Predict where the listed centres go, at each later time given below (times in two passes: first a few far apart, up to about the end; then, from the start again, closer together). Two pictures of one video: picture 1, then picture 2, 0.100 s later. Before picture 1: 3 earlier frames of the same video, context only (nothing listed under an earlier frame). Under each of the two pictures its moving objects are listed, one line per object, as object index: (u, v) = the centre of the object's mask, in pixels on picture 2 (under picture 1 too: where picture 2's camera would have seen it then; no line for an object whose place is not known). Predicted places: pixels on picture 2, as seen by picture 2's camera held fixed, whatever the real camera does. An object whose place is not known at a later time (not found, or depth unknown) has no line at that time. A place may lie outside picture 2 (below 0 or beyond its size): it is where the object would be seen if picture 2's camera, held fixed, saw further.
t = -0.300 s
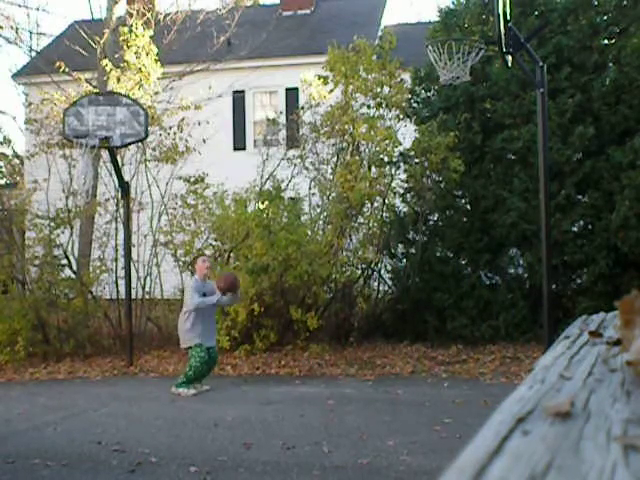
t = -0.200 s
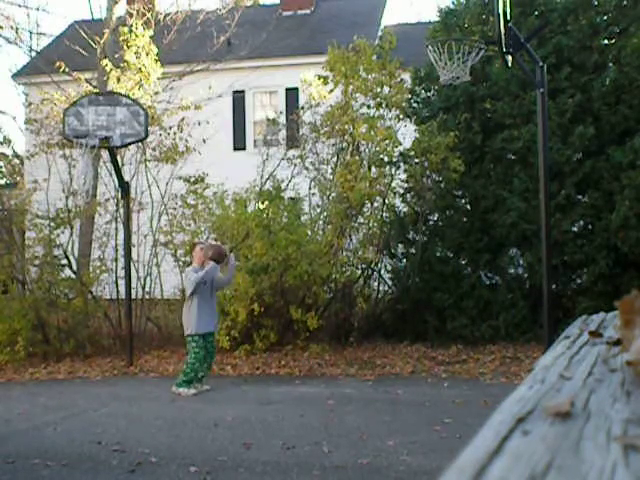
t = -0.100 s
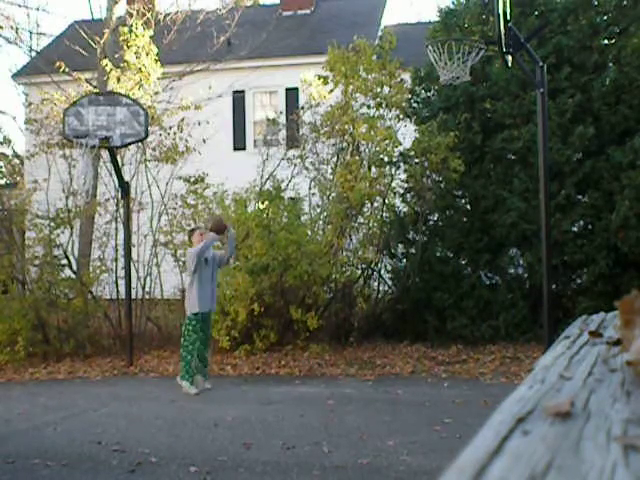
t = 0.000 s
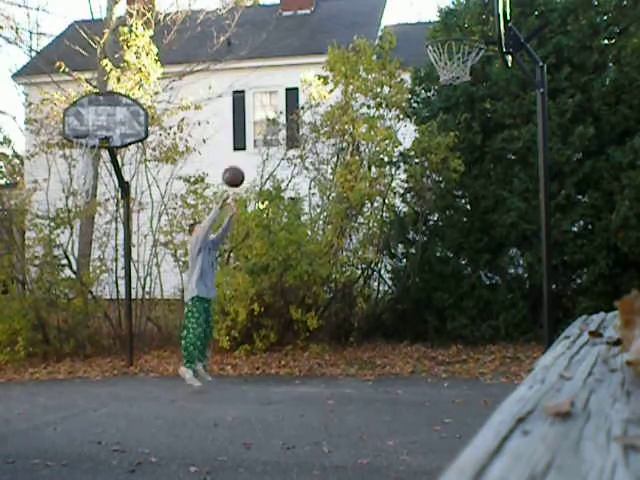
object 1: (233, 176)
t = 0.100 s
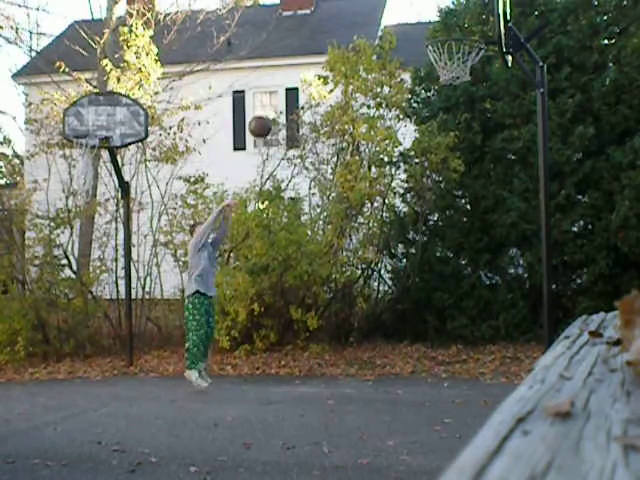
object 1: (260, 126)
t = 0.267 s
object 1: (306, 60)
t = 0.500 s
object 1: (379, 9)
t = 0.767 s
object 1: (475, 15)
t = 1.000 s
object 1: (439, 70)
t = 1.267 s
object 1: (441, 102)
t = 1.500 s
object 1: (443, 194)
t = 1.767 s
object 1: (444, 365)
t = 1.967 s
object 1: (446, 316)
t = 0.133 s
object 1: (268, 112)
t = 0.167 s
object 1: (277, 97)
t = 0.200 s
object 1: (287, 84)
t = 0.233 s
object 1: (297, 72)
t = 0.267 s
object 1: (306, 60)
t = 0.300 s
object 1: (316, 50)
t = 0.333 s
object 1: (325, 41)
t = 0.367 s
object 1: (336, 33)
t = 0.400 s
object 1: (347, 25)
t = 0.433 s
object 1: (358, 18)
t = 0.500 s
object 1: (379, 9)
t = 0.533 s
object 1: (390, 8)
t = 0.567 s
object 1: (401, 7)
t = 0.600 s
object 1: (412, 6)
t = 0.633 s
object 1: (424, 7)
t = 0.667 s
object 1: (436, 7)
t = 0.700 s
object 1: (448, 8)
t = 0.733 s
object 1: (462, 10)
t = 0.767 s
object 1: (475, 15)
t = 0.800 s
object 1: (484, 21)
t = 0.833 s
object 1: (479, 27)
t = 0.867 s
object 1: (471, 33)
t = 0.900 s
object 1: (461, 45)
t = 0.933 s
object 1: (451, 55)
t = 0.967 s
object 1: (444, 69)
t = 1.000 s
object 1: (439, 70)
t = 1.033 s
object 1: (440, 69)
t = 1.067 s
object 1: (441, 74)
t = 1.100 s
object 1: (441, 76)
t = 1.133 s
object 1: (441, 78)
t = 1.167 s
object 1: (441, 82)
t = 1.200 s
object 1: (441, 87)
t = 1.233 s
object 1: (441, 95)
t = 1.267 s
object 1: (441, 102)
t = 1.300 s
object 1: (443, 112)
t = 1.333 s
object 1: (442, 122)
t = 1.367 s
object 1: (443, 135)
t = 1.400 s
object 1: (442, 148)
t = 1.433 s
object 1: (443, 162)
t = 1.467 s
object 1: (442, 177)
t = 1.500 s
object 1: (443, 194)
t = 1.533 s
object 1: (444, 211)
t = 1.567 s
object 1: (444, 230)
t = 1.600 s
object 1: (443, 249)
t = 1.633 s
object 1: (443, 271)
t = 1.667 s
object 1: (443, 293)
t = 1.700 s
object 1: (443, 316)
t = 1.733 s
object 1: (444, 341)
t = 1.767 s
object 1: (444, 365)
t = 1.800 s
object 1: (444, 391)
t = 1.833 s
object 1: (444, 388)
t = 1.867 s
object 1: (445, 367)
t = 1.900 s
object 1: (445, 349)
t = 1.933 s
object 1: (446, 331)
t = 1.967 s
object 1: (446, 316)
